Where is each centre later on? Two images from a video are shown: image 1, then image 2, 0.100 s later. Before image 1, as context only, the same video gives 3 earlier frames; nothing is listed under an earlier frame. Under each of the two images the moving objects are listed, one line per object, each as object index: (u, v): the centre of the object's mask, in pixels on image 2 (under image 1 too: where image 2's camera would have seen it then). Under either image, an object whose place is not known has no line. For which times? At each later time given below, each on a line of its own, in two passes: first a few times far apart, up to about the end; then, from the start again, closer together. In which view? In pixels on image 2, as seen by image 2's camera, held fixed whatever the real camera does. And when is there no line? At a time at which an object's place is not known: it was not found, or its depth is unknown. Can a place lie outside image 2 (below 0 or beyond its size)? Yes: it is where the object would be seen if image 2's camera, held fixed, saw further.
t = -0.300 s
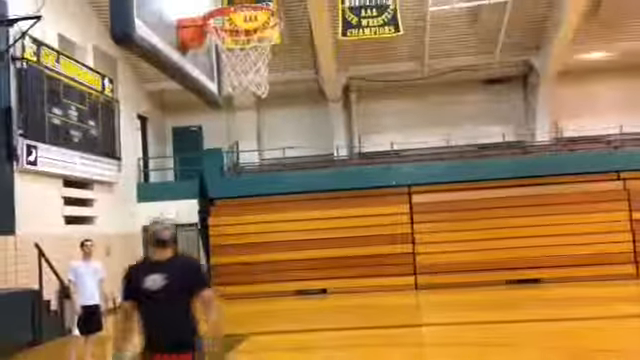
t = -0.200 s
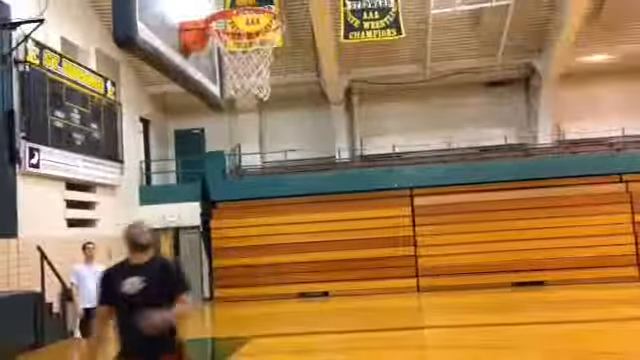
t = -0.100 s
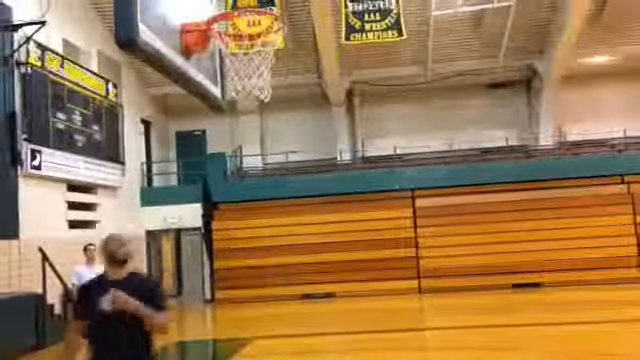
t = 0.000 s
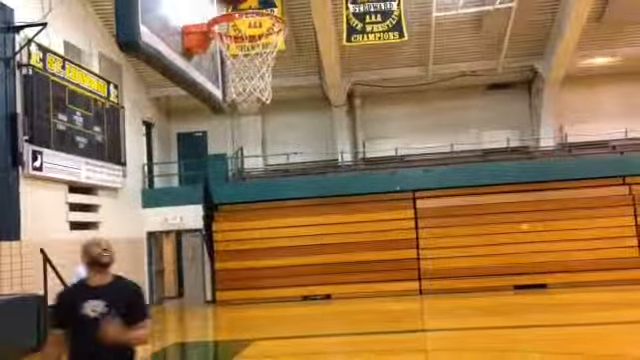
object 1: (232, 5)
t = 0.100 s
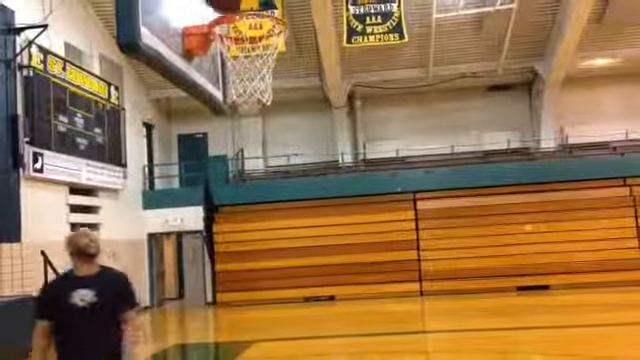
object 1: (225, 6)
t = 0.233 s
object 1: (221, 3)
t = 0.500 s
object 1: (217, 5)
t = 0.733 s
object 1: (229, 6)
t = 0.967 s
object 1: (256, 46)
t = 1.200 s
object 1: (275, 111)
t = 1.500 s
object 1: (298, 339)
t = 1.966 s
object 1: (285, 299)
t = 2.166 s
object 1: (274, 236)
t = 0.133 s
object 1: (224, 4)
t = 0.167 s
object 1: (224, 3)
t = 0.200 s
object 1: (222, 3)
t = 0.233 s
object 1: (221, 3)
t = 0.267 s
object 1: (220, 4)
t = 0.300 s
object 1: (217, 5)
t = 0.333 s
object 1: (215, 6)
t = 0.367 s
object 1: (216, 6)
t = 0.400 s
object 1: (216, 6)
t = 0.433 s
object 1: (217, 5)
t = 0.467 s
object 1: (217, 5)
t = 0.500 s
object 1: (217, 5)
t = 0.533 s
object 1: (217, 6)
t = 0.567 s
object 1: (216, 7)
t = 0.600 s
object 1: (217, 7)
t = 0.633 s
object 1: (220, 7)
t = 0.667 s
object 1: (223, 6)
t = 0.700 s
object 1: (226, 6)
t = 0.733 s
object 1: (229, 6)
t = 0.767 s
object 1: (231, 6)
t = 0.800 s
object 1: (241, 31)
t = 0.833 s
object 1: (242, 32)
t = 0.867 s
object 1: (245, 33)
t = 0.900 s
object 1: (248, 35)
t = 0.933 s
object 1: (252, 41)
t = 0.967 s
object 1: (256, 46)
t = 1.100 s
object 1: (272, 93)
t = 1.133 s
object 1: (272, 99)
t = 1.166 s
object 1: (275, 105)
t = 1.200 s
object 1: (275, 111)
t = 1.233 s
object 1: (277, 137)
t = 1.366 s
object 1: (288, 219)
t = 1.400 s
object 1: (289, 244)
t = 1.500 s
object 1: (298, 339)
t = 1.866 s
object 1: (289, 354)
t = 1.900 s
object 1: (290, 336)
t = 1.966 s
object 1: (285, 299)
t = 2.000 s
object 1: (282, 284)
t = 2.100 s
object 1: (277, 249)
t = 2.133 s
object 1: (276, 240)
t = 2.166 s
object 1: (274, 236)
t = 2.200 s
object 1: (271, 231)
